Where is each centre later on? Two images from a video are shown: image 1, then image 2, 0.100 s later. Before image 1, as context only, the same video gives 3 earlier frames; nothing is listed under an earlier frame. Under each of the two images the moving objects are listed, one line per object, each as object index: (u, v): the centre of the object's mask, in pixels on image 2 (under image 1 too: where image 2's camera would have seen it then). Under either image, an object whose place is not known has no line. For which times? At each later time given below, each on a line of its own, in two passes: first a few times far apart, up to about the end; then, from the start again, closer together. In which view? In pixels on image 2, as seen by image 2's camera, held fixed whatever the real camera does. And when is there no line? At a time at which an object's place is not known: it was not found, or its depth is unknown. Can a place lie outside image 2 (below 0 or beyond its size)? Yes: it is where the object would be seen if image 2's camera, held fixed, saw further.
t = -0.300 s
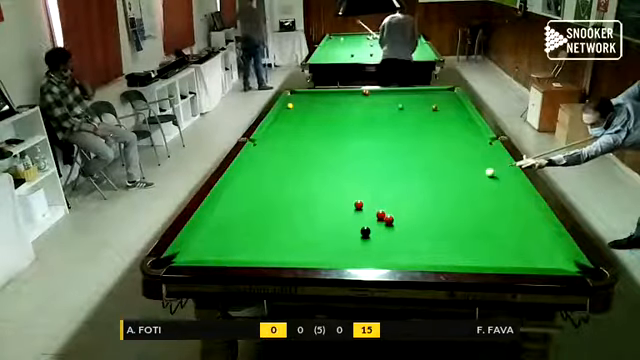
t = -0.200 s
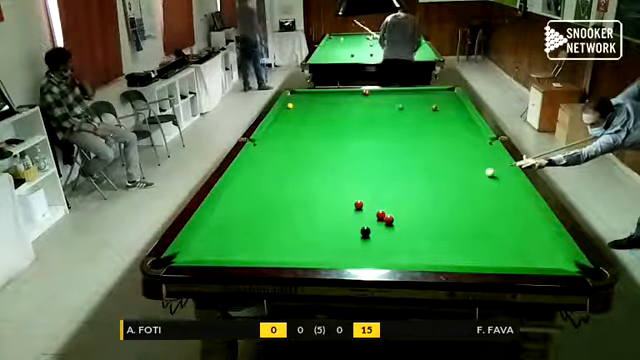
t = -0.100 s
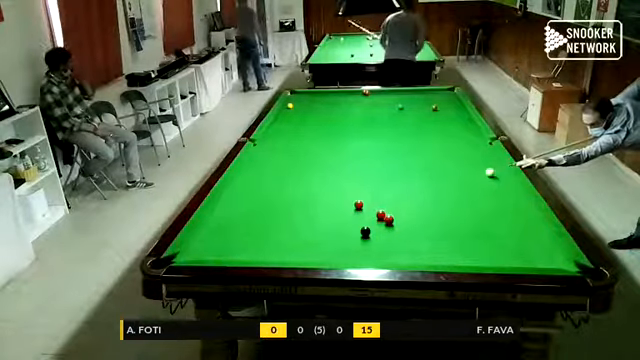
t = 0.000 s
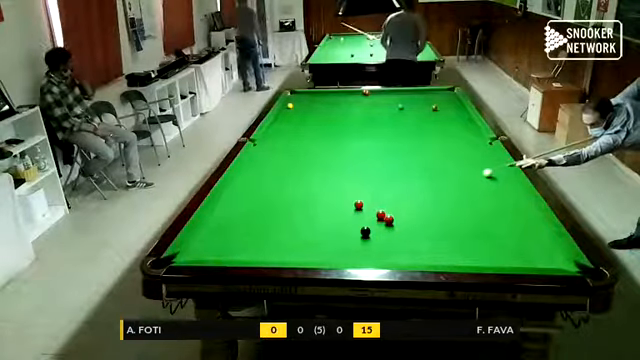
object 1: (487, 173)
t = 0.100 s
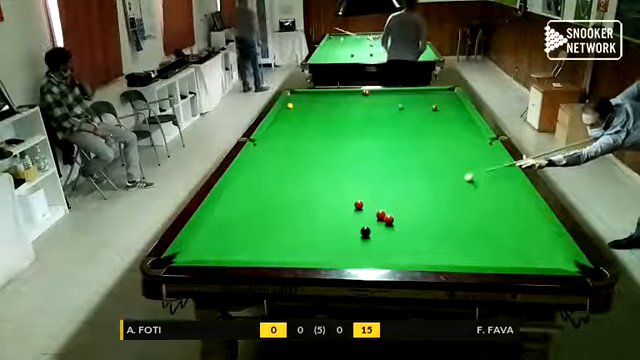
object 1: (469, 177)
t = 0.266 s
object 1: (437, 185)
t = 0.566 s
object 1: (378, 199)
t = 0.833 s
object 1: (356, 203)
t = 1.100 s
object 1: (341, 204)
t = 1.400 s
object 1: (326, 205)
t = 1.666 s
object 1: (314, 206)
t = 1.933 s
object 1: (303, 207)
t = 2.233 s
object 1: (293, 208)
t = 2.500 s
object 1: (285, 209)
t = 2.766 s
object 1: (279, 210)
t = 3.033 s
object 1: (273, 210)
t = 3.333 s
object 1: (269, 210)
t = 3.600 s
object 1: (267, 211)
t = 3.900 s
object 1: (266, 211)
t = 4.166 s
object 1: (266, 211)
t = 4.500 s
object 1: (268, 209)
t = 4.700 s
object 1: (266, 211)
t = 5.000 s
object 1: (266, 211)
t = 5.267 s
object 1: (266, 211)
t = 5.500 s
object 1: (266, 211)
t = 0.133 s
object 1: (463, 179)
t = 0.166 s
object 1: (457, 180)
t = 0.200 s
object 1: (451, 182)
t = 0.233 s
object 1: (444, 184)
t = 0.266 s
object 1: (437, 185)
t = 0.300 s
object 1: (431, 187)
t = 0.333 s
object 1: (424, 188)
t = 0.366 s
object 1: (418, 190)
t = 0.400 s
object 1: (411, 192)
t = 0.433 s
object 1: (405, 193)
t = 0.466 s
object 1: (399, 195)
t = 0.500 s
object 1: (392, 196)
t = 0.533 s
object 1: (385, 197)
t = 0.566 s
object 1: (378, 199)
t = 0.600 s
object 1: (372, 201)
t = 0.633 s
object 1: (366, 202)
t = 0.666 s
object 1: (365, 202)
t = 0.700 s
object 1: (364, 201)
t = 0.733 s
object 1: (362, 202)
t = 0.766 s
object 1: (360, 202)
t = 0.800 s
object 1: (358, 203)
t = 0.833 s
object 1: (356, 203)
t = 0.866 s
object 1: (354, 203)
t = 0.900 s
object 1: (352, 203)
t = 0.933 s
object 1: (350, 203)
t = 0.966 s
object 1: (349, 203)
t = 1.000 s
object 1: (347, 204)
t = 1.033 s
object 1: (345, 204)
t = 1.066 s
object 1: (343, 204)
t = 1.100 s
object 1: (341, 204)
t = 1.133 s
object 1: (340, 204)
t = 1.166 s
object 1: (338, 204)
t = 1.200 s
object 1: (336, 205)
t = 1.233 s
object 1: (334, 205)
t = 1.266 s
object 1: (332, 205)
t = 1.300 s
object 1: (331, 205)
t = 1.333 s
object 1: (329, 205)
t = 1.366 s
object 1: (328, 205)
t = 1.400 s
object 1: (326, 205)
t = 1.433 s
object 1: (324, 206)
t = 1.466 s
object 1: (323, 206)
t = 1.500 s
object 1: (322, 206)
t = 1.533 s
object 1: (320, 206)
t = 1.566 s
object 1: (319, 206)
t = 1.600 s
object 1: (317, 207)
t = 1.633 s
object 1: (315, 206)
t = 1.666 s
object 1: (314, 206)
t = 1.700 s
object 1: (312, 206)
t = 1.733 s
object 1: (311, 207)
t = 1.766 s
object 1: (310, 207)
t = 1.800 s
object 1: (308, 207)
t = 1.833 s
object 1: (307, 207)
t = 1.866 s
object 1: (306, 207)
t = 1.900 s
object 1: (304, 207)
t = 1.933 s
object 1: (303, 207)
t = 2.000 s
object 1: (301, 207)
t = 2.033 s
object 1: (300, 207)
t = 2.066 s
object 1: (298, 208)
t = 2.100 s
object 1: (297, 208)
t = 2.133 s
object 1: (296, 208)
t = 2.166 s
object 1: (296, 208)
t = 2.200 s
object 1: (294, 208)
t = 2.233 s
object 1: (293, 208)
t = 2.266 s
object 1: (292, 208)
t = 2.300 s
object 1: (291, 208)
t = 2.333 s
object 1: (290, 209)
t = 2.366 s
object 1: (289, 209)
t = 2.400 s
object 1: (288, 209)
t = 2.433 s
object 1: (288, 209)
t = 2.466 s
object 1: (287, 209)
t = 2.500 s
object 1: (285, 209)
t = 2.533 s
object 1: (285, 209)
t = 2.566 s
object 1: (284, 209)
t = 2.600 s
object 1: (282, 209)
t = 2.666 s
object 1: (281, 209)
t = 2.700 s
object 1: (280, 209)
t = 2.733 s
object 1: (279, 209)
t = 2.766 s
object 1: (279, 210)
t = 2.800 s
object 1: (278, 210)
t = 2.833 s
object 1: (277, 210)
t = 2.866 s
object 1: (276, 210)
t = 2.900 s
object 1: (275, 210)
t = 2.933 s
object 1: (275, 210)
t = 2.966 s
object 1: (274, 210)
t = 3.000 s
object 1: (274, 210)
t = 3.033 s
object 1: (273, 210)
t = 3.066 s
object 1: (273, 210)
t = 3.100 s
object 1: (272, 210)
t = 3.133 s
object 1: (272, 210)
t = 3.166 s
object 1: (271, 210)
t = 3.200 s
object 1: (271, 210)
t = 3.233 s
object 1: (270, 210)
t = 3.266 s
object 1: (270, 210)
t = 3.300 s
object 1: (270, 210)
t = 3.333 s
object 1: (269, 210)
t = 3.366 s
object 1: (269, 210)
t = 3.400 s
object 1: (269, 210)
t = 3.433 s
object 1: (268, 210)
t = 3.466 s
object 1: (268, 211)
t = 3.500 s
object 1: (267, 211)
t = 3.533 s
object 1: (267, 211)
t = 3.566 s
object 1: (267, 211)
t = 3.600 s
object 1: (267, 211)
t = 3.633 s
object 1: (267, 211)
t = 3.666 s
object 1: (267, 211)
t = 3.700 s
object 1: (266, 211)
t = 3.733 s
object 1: (267, 211)
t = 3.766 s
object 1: (266, 211)
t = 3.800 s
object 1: (266, 211)
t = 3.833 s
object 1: (266, 211)
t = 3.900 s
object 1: (266, 211)
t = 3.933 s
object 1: (266, 211)
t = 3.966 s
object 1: (266, 211)
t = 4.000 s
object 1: (266, 211)
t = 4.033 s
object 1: (266, 211)
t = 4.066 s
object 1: (266, 211)
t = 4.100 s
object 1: (266, 211)
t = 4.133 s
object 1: (266, 211)
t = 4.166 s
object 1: (266, 211)
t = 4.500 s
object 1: (268, 209)
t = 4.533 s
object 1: (265, 211)
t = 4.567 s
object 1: (266, 211)
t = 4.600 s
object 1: (266, 211)
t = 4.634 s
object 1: (266, 211)
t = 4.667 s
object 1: (266, 211)
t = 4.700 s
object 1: (266, 211)
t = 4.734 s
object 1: (266, 211)
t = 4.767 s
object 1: (266, 211)
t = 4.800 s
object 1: (266, 211)
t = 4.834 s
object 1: (266, 211)
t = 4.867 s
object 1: (266, 211)
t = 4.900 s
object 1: (266, 211)
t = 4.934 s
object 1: (266, 211)
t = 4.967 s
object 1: (266, 211)
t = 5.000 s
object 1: (266, 211)
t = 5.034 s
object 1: (266, 211)
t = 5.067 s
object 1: (266, 211)
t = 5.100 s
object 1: (266, 211)
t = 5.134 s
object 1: (266, 211)
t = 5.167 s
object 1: (266, 211)
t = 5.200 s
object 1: (266, 211)
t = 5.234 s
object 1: (266, 211)
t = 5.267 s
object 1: (266, 211)
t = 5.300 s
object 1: (266, 211)
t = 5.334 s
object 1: (266, 211)
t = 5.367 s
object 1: (266, 211)
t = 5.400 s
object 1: (266, 211)
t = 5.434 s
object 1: (266, 211)
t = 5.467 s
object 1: (266, 211)
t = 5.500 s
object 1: (266, 211)
